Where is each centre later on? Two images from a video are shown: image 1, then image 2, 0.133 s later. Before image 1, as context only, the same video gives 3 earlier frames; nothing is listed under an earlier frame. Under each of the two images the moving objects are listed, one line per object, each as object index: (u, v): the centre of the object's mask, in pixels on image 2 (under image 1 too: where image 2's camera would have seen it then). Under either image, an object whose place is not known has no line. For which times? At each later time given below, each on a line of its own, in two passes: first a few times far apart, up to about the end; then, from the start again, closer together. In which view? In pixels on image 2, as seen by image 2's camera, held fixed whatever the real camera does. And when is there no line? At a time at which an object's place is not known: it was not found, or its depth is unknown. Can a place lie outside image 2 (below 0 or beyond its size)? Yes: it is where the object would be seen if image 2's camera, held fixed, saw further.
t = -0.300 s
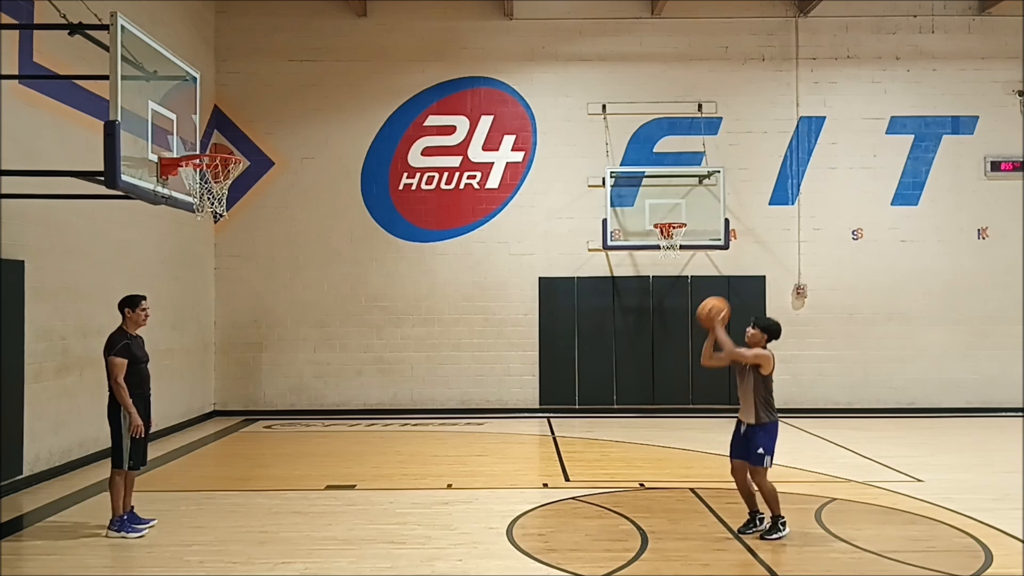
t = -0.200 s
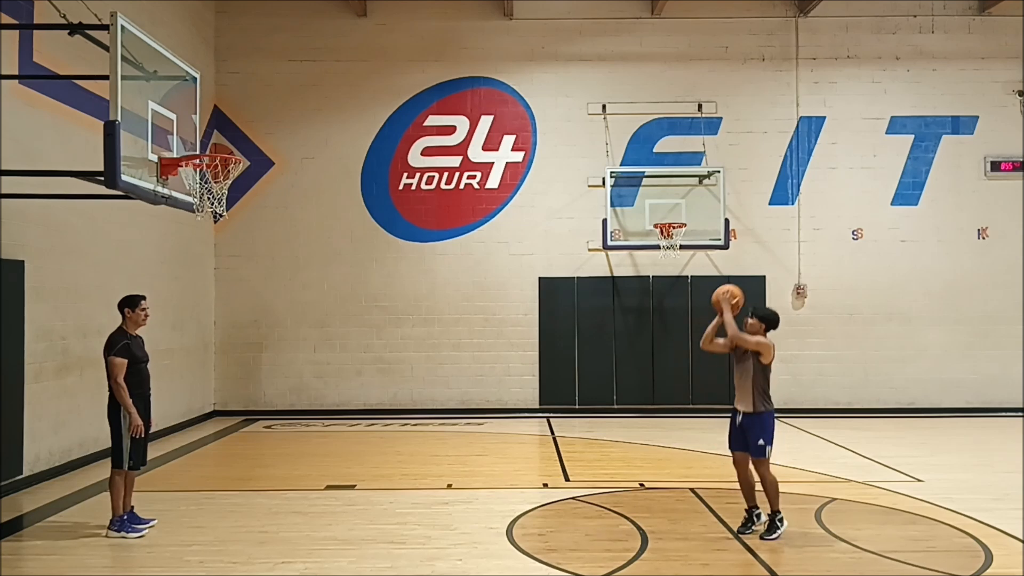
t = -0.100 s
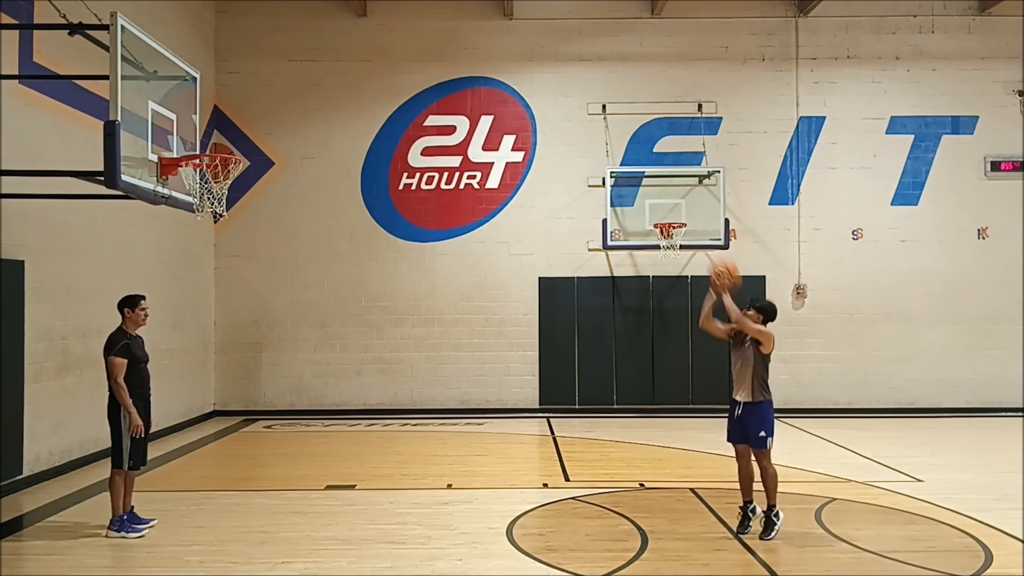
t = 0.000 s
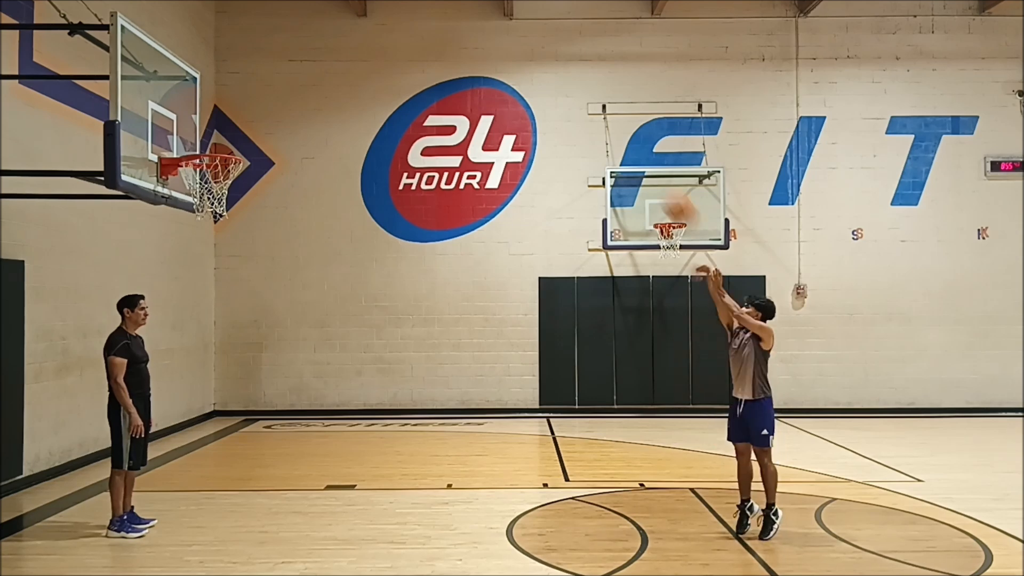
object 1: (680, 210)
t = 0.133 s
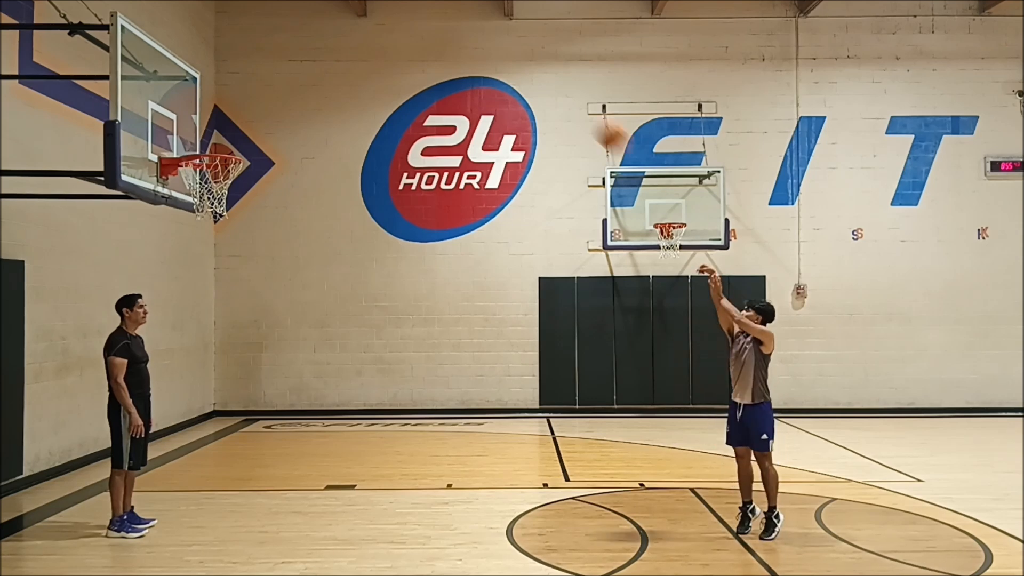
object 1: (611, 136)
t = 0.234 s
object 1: (562, 92)
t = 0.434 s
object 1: (462, 43)
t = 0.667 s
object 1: (347, 47)
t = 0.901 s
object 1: (233, 117)
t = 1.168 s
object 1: (232, 193)
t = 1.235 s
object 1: (230, 196)
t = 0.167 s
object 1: (594, 119)
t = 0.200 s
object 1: (577, 105)
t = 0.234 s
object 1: (562, 92)
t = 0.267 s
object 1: (545, 81)
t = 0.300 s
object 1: (527, 70)
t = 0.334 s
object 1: (511, 61)
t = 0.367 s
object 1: (495, 54)
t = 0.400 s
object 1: (479, 48)
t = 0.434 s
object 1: (462, 43)
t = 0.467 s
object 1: (446, 40)
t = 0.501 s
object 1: (430, 37)
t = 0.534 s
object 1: (414, 36)
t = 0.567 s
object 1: (397, 37)
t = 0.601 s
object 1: (381, 39)
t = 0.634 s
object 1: (364, 42)
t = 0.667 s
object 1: (347, 47)
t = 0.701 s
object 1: (331, 52)
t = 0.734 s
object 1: (317, 59)
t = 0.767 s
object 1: (301, 69)
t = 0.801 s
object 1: (282, 78)
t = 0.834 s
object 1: (266, 89)
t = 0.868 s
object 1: (251, 100)
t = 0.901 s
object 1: (233, 117)
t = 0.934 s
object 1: (218, 132)
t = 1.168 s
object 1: (232, 193)
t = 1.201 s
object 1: (232, 194)
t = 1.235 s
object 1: (230, 196)
